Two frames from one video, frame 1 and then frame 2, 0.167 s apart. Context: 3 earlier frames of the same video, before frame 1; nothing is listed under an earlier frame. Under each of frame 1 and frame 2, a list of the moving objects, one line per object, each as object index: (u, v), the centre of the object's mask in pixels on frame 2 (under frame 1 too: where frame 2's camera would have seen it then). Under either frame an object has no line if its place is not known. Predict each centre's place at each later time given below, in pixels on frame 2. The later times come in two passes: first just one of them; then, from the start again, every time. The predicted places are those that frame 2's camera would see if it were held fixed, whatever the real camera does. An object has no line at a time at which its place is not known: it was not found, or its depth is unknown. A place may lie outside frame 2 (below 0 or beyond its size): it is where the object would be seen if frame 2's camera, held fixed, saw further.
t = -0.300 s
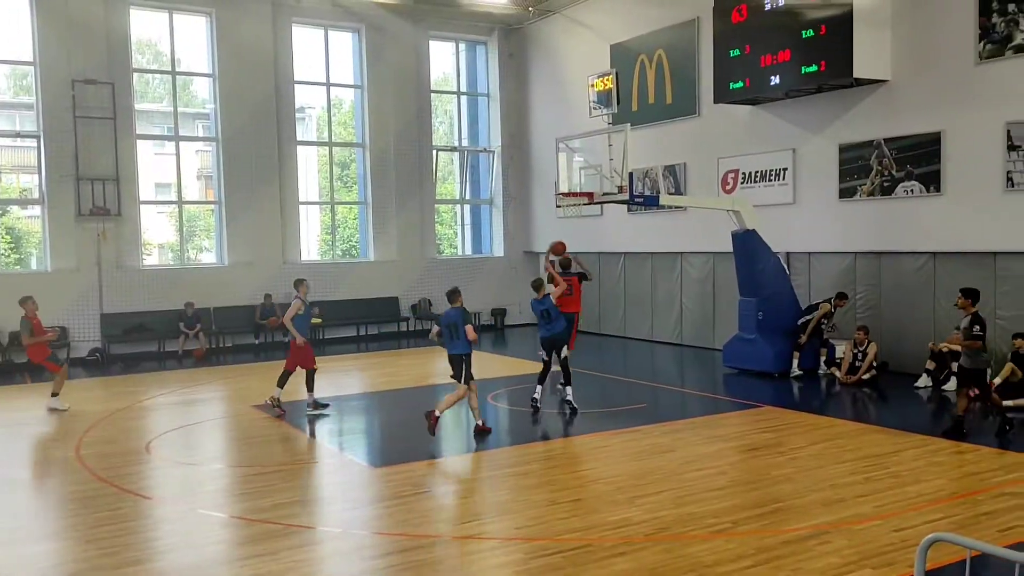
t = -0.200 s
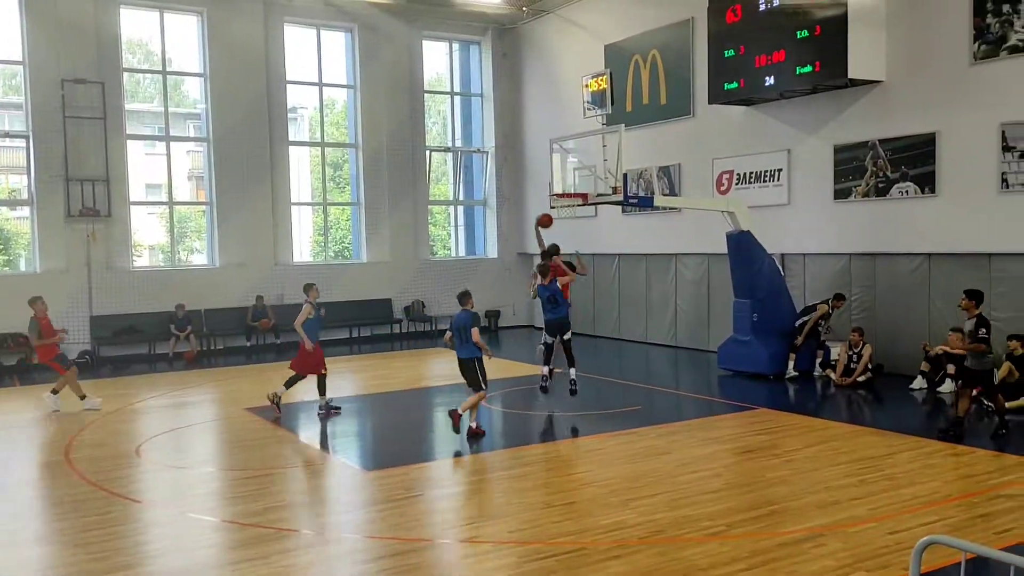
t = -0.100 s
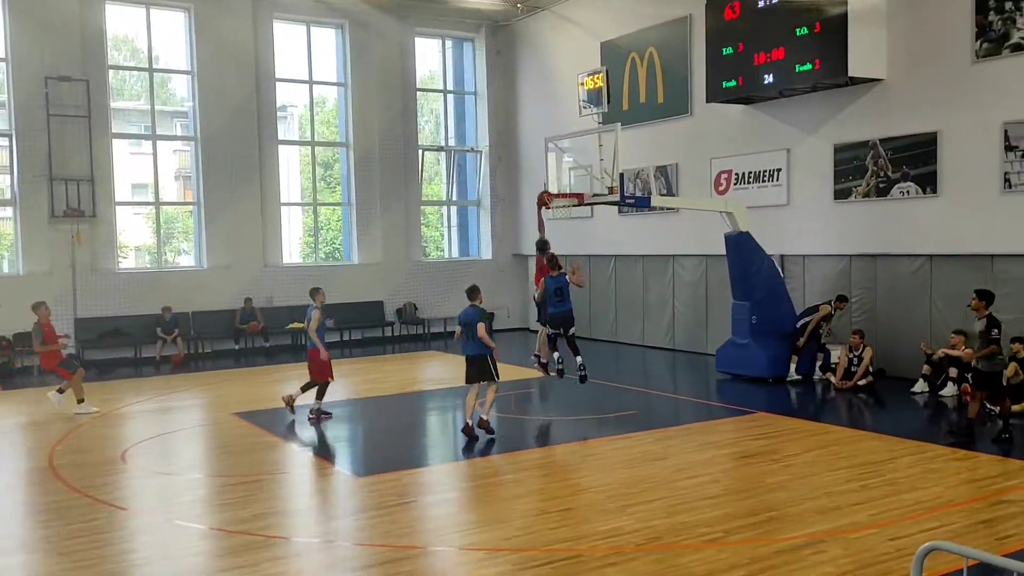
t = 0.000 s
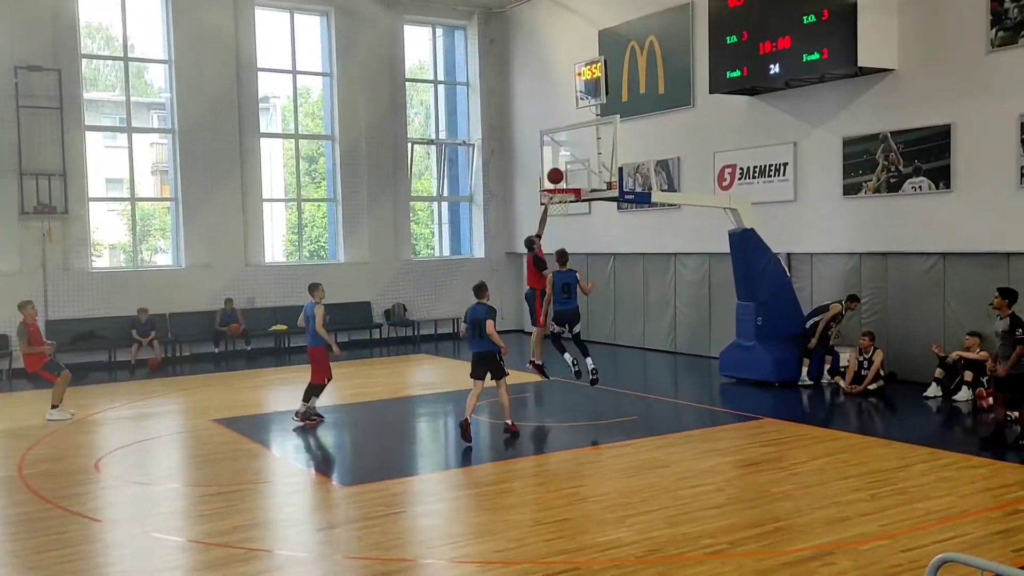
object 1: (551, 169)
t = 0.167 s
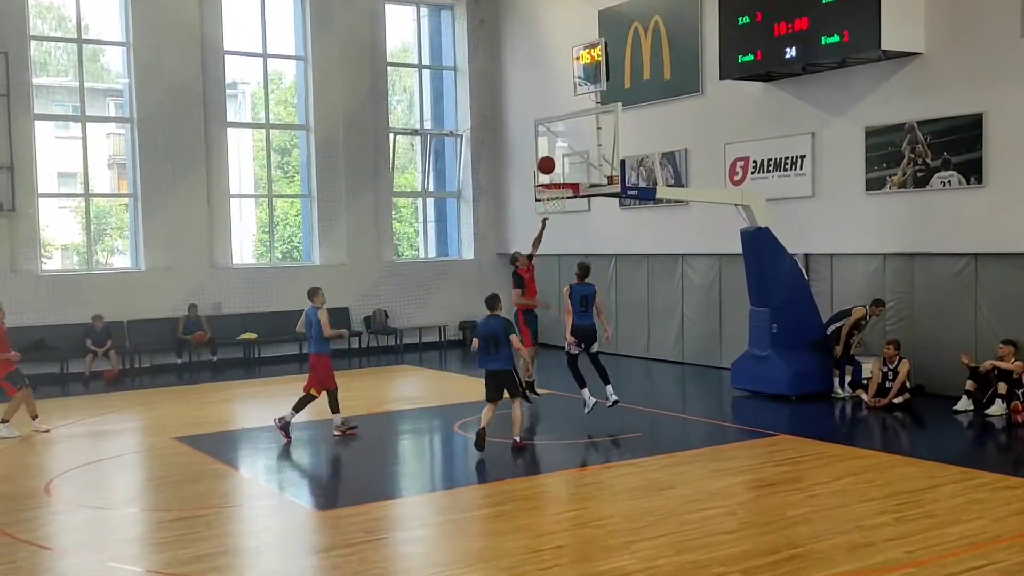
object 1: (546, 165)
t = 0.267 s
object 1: (543, 173)
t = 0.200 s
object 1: (545, 167)
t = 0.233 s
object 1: (544, 170)
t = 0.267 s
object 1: (543, 173)
